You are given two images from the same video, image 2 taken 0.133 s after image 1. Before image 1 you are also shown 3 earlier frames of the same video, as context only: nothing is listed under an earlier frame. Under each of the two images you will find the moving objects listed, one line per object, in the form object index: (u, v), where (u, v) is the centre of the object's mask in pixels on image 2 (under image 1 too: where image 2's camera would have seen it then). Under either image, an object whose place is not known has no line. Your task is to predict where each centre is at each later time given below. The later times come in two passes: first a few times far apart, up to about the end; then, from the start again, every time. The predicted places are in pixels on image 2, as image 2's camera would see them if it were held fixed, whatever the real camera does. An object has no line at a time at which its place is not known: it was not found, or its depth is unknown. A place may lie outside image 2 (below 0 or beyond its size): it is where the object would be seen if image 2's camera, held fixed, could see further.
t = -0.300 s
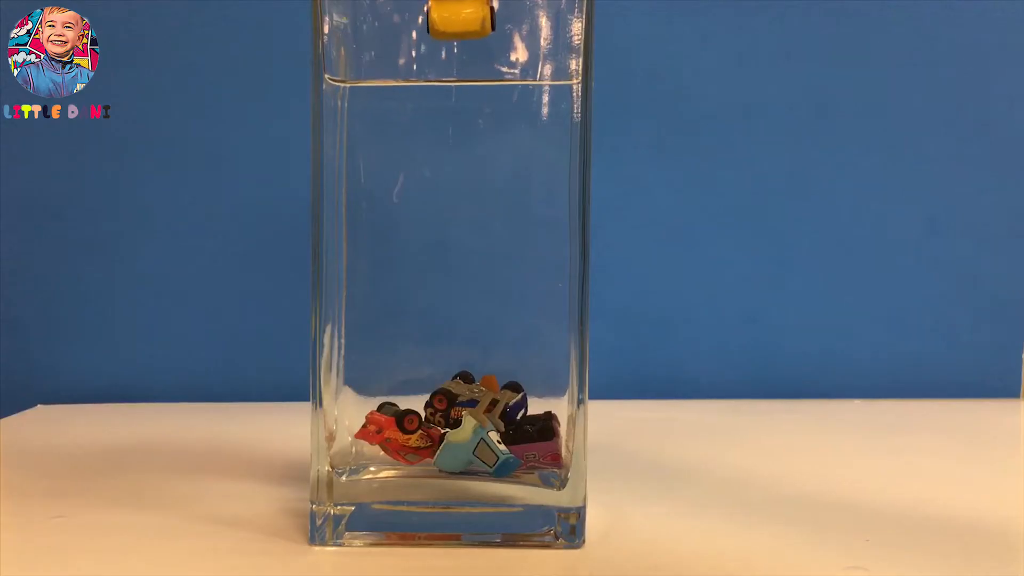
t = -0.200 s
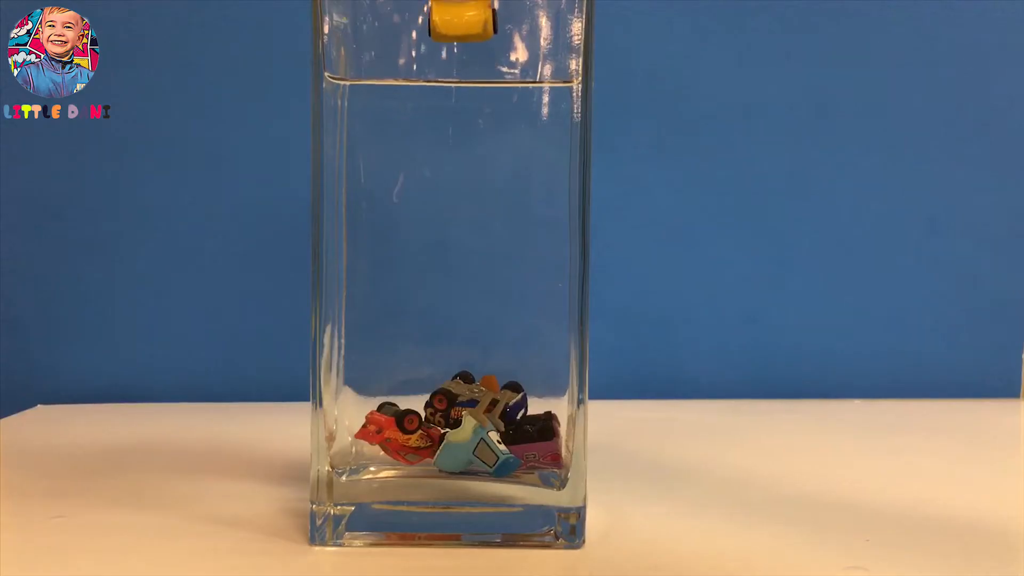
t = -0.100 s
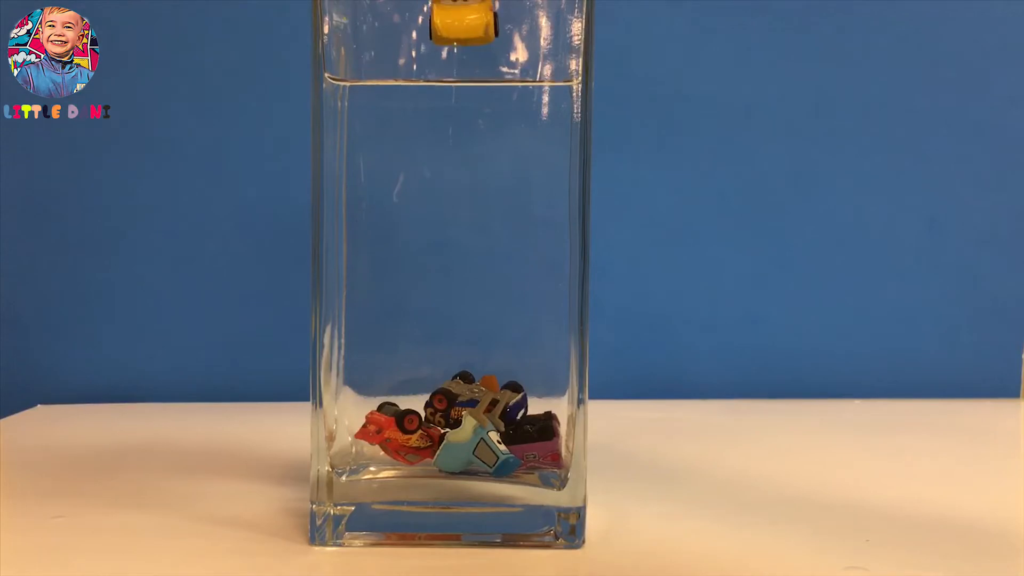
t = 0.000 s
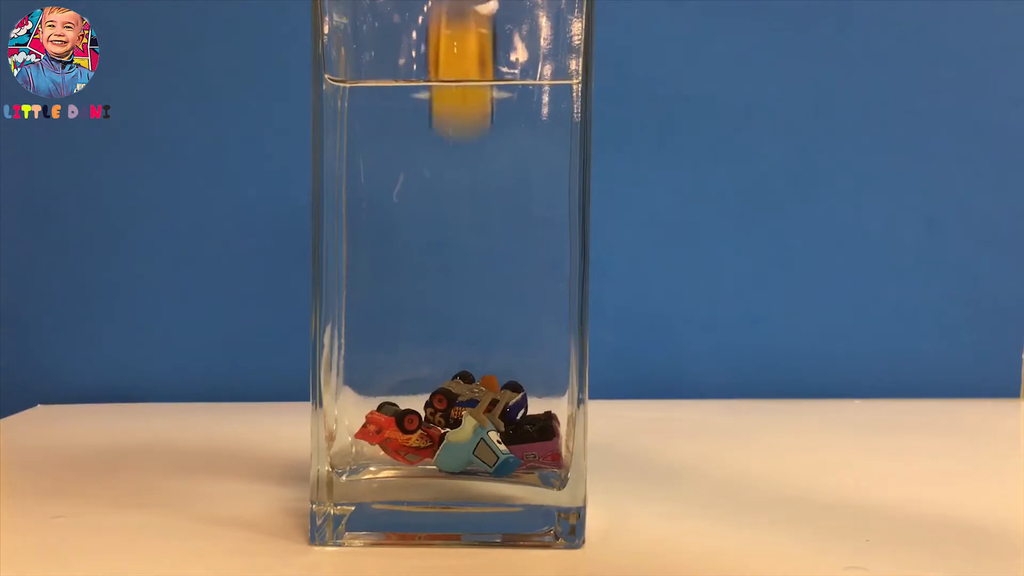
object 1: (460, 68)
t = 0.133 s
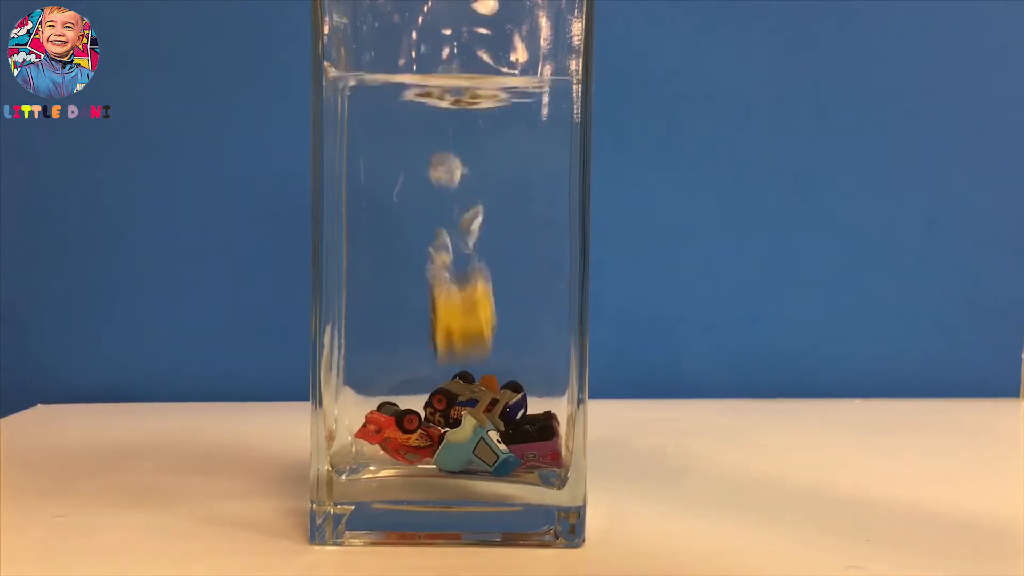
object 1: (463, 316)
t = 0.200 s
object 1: (479, 369)
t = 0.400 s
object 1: (472, 369)
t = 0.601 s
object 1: (474, 370)
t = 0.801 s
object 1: (481, 372)
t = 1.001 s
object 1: (478, 372)
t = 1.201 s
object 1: (477, 372)
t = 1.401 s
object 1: (477, 371)
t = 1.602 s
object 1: (477, 372)
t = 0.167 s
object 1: (471, 354)
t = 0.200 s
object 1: (479, 369)
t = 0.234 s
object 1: (481, 366)
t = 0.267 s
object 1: (482, 371)
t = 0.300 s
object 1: (481, 369)
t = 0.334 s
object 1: (477, 369)
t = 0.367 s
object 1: (475, 369)
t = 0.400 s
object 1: (472, 369)
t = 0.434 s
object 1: (472, 368)
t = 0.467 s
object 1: (472, 369)
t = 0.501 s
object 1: (472, 369)
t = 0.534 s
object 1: (473, 369)
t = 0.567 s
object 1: (473, 369)
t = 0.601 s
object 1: (474, 370)
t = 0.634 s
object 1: (475, 370)
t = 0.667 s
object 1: (476, 371)
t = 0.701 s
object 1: (478, 371)
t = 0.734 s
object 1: (480, 371)
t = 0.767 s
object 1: (481, 371)
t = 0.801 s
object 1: (481, 372)
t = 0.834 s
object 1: (480, 372)
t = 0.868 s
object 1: (479, 371)
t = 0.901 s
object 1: (477, 371)
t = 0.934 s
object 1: (477, 371)
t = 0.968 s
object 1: (477, 371)
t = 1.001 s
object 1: (478, 372)
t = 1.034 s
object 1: (477, 372)
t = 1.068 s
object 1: (477, 372)
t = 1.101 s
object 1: (477, 372)
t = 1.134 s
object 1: (477, 372)
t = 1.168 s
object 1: (477, 372)
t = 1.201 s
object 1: (477, 372)
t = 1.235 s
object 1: (477, 371)
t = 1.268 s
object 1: (477, 371)
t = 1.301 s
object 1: (477, 371)
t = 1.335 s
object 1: (477, 371)
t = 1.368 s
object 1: (477, 372)
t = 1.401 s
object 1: (477, 371)
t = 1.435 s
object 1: (477, 372)
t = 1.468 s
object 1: (477, 372)
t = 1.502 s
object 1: (477, 371)
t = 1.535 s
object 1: (477, 372)
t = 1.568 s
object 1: (477, 372)
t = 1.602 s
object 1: (477, 372)
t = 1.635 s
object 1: (477, 372)
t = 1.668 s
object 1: (477, 372)
